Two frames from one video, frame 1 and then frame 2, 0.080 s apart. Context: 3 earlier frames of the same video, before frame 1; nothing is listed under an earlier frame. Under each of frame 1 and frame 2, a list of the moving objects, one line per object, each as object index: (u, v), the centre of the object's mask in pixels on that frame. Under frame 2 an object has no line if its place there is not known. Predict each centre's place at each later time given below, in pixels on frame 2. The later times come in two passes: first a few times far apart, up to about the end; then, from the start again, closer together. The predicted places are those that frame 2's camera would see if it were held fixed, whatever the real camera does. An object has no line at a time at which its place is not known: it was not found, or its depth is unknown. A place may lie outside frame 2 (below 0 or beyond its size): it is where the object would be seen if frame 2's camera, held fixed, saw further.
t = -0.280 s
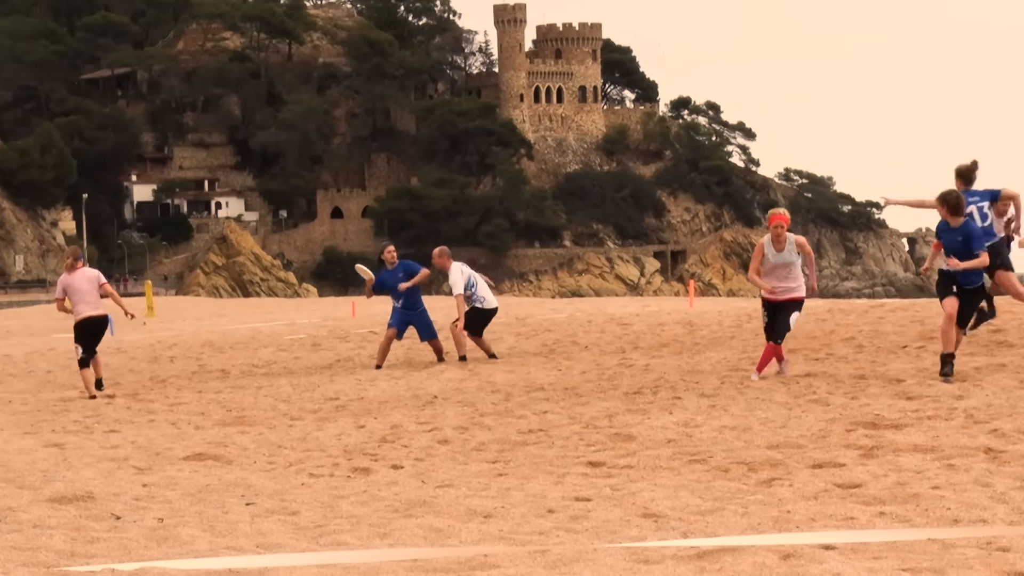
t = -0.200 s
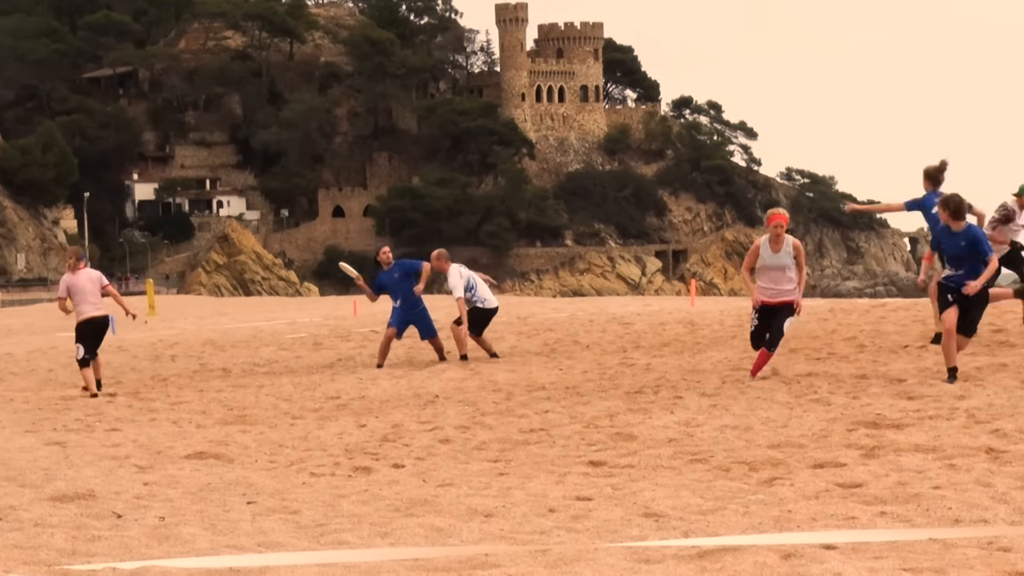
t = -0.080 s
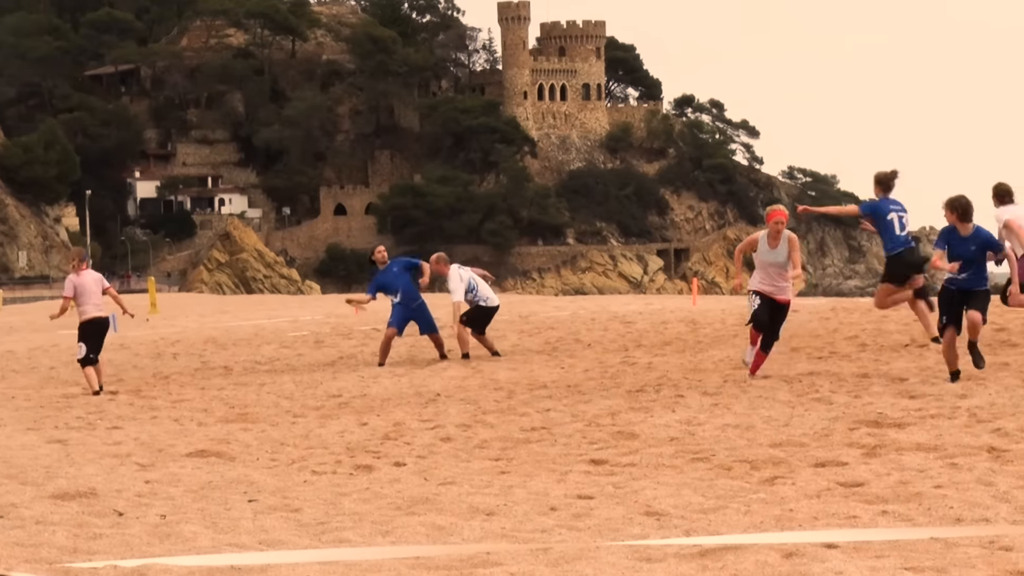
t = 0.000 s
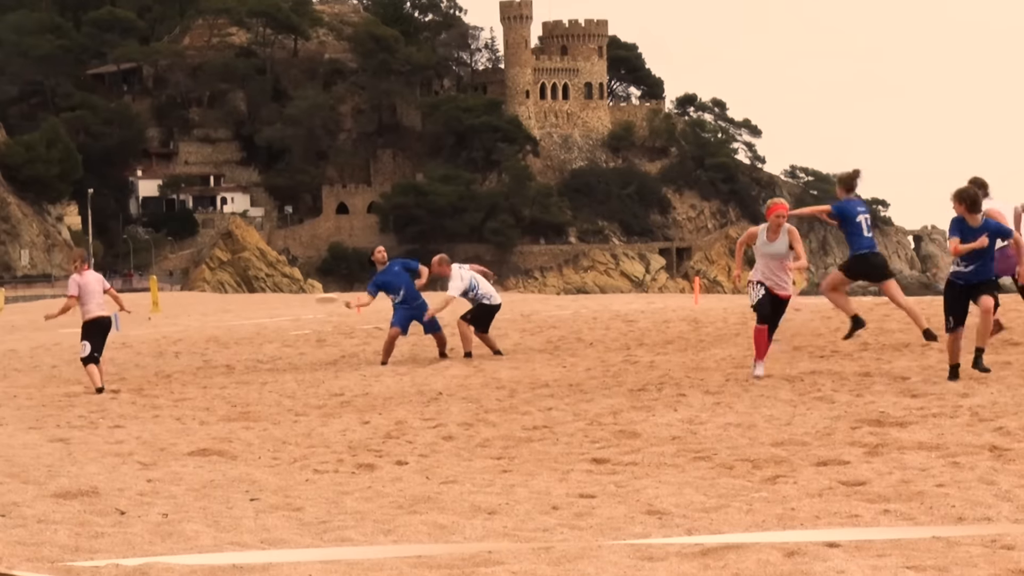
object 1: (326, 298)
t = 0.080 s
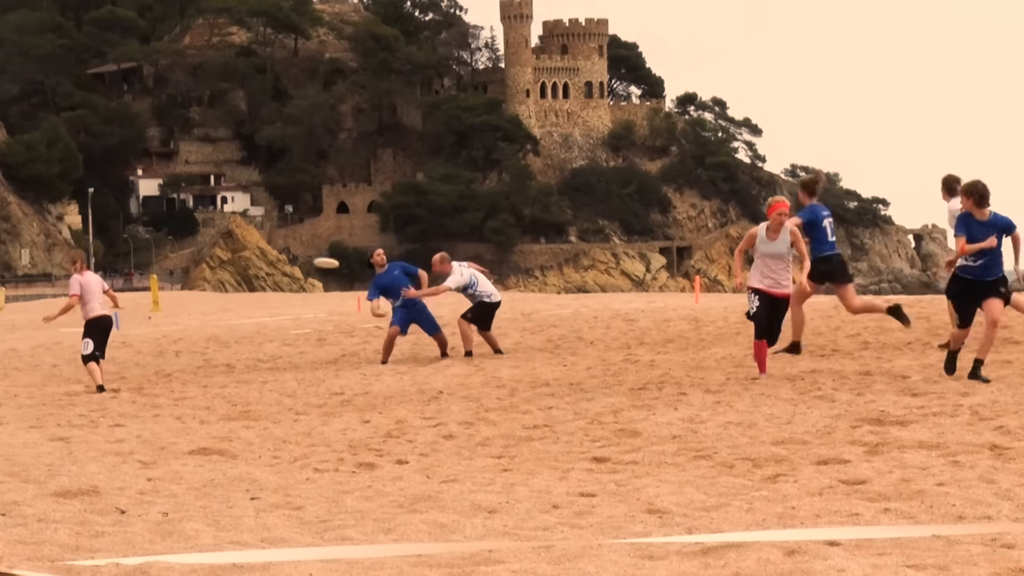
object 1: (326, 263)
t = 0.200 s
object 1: (326, 211)
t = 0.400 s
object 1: (327, 136)
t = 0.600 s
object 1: (333, 69)
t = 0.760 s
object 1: (340, 22)
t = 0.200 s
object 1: (326, 211)
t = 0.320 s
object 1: (325, 167)
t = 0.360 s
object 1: (327, 152)
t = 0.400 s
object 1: (327, 136)
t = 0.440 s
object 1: (329, 122)
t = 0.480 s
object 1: (330, 108)
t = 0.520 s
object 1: (331, 94)
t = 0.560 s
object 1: (332, 84)
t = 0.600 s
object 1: (333, 69)
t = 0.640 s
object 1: (332, 57)
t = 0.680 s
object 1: (333, 45)
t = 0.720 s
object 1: (336, 34)
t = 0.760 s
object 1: (340, 22)
